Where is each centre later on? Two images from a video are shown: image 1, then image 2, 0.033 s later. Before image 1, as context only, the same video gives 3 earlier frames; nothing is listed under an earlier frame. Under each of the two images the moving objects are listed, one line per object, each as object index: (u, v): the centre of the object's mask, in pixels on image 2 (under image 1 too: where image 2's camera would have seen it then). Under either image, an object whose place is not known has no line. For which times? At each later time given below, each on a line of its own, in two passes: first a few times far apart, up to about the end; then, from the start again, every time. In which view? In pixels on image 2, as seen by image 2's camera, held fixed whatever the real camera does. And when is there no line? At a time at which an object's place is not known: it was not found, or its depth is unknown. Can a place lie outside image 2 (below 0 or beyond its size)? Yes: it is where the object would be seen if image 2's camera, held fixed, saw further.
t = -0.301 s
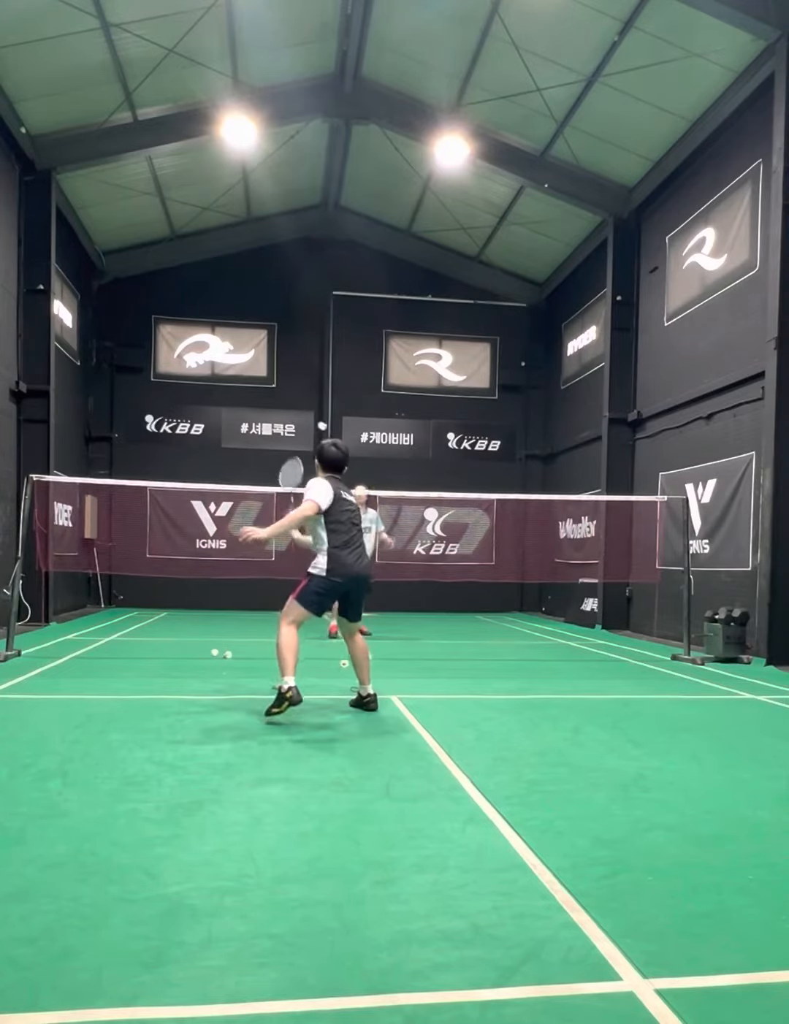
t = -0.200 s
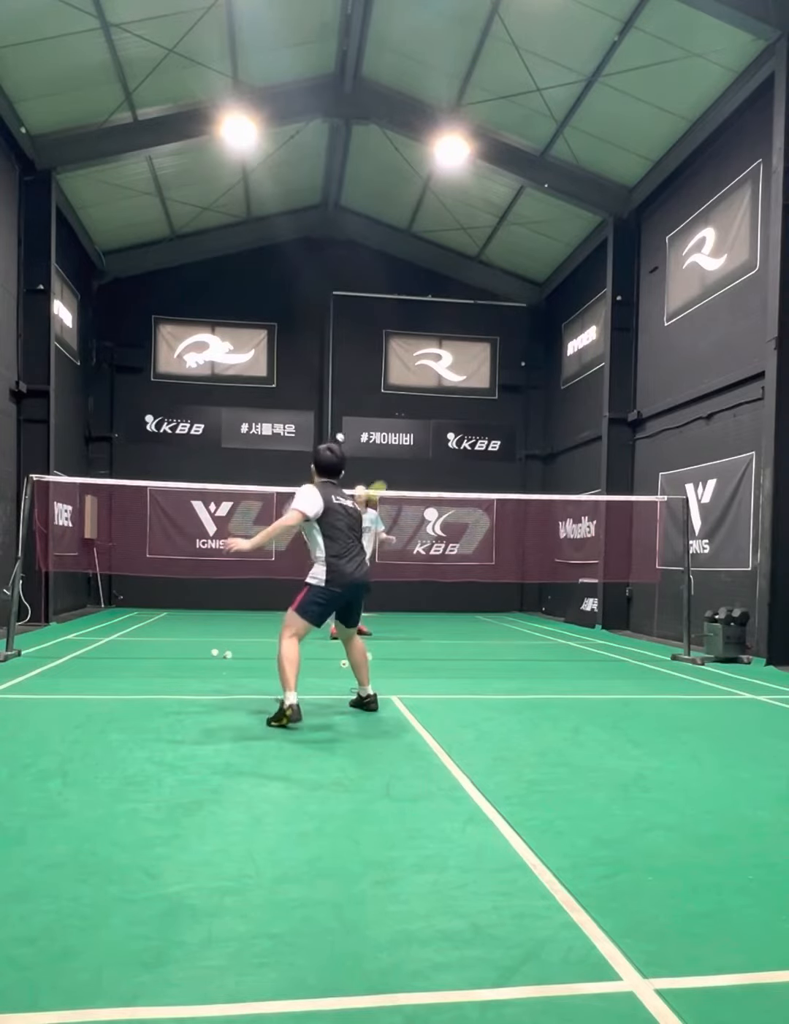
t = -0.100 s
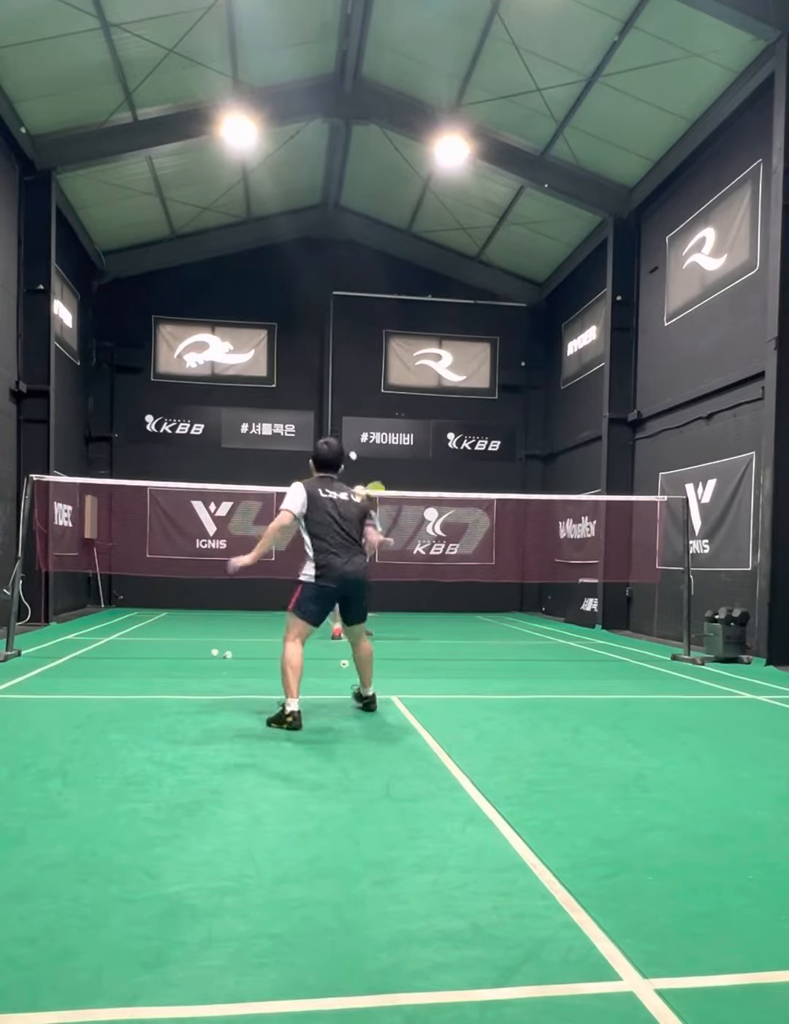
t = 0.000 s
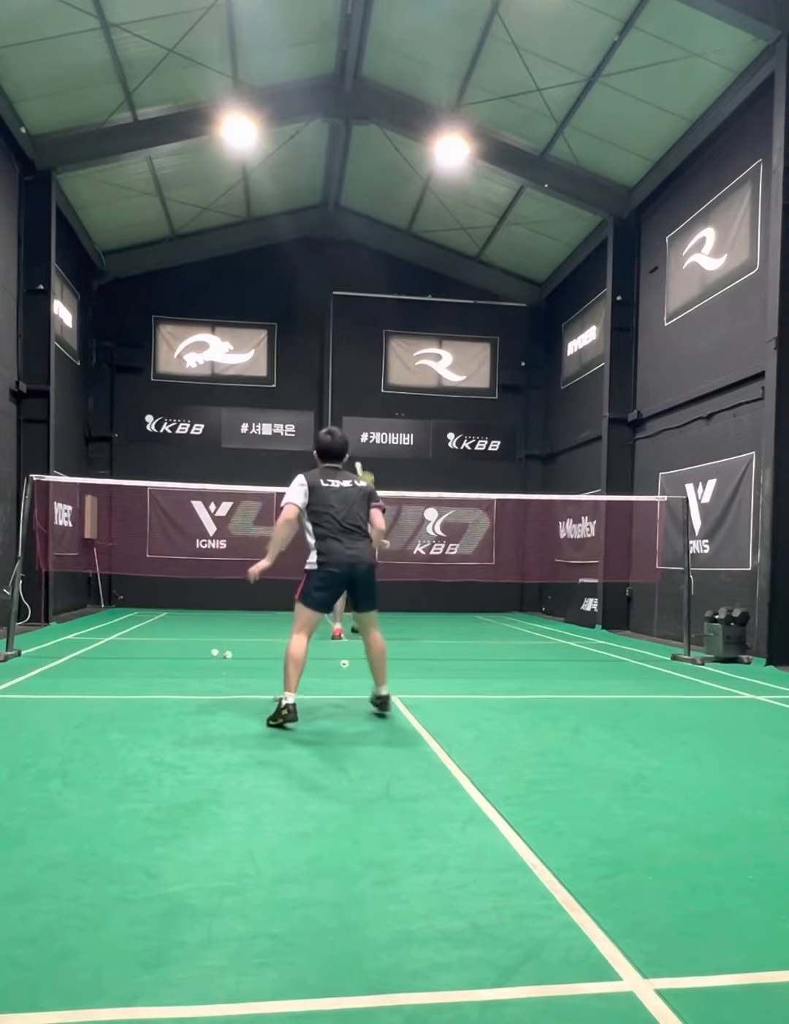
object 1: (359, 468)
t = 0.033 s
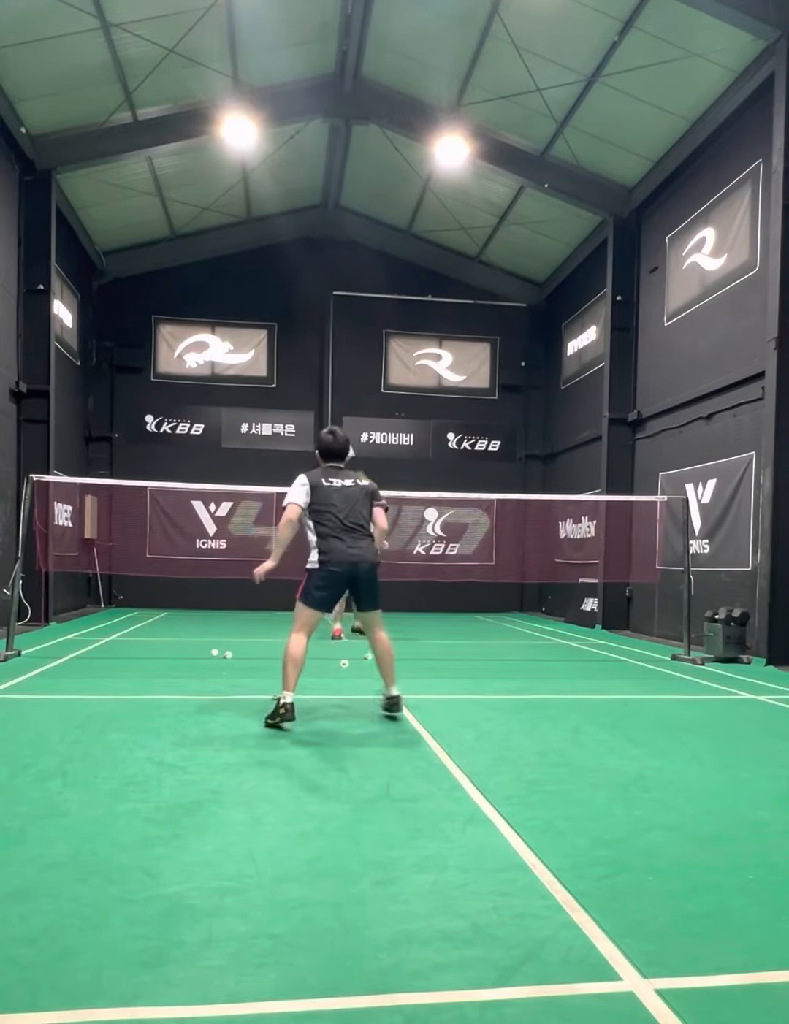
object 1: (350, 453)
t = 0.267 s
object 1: (275, 307)
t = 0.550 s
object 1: (167, 220)
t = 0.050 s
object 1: (343, 427)
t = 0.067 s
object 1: (338, 421)
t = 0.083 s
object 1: (335, 409)
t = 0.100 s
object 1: (330, 397)
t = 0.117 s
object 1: (325, 387)
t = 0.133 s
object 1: (318, 378)
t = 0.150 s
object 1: (312, 368)
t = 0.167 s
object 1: (307, 359)
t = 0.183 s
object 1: (301, 350)
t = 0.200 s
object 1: (296, 341)
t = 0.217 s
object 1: (291, 331)
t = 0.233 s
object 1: (286, 322)
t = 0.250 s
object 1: (281, 315)
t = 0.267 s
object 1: (275, 307)
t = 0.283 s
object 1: (269, 299)
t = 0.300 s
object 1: (263, 292)
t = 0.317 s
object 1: (257, 284)
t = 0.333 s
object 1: (251, 277)
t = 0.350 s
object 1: (245, 270)
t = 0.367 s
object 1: (239, 264)
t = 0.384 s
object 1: (233, 258)
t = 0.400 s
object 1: (227, 252)
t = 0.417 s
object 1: (220, 247)
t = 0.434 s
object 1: (214, 243)
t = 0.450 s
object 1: (208, 239)
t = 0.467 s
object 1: (201, 235)
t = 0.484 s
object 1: (195, 232)
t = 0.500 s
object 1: (188, 229)
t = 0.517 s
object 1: (181, 226)
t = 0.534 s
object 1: (174, 223)
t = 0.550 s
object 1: (167, 220)
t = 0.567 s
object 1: (160, 218)
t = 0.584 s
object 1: (153, 217)
